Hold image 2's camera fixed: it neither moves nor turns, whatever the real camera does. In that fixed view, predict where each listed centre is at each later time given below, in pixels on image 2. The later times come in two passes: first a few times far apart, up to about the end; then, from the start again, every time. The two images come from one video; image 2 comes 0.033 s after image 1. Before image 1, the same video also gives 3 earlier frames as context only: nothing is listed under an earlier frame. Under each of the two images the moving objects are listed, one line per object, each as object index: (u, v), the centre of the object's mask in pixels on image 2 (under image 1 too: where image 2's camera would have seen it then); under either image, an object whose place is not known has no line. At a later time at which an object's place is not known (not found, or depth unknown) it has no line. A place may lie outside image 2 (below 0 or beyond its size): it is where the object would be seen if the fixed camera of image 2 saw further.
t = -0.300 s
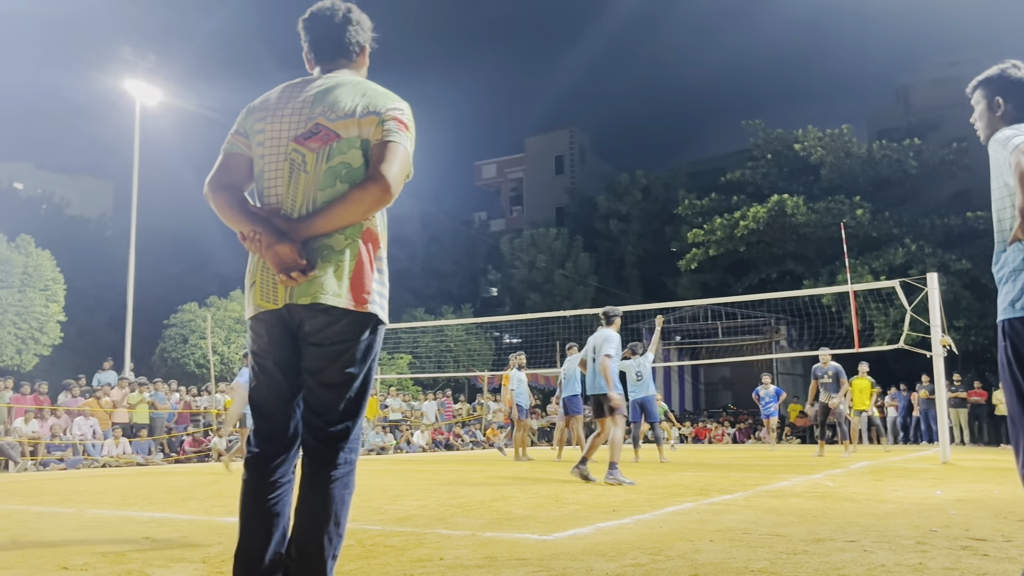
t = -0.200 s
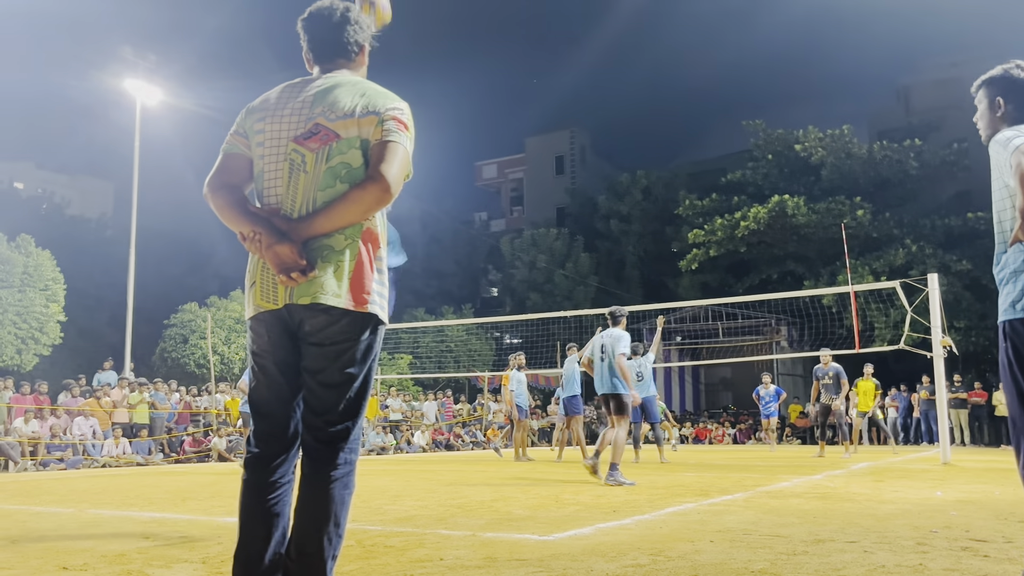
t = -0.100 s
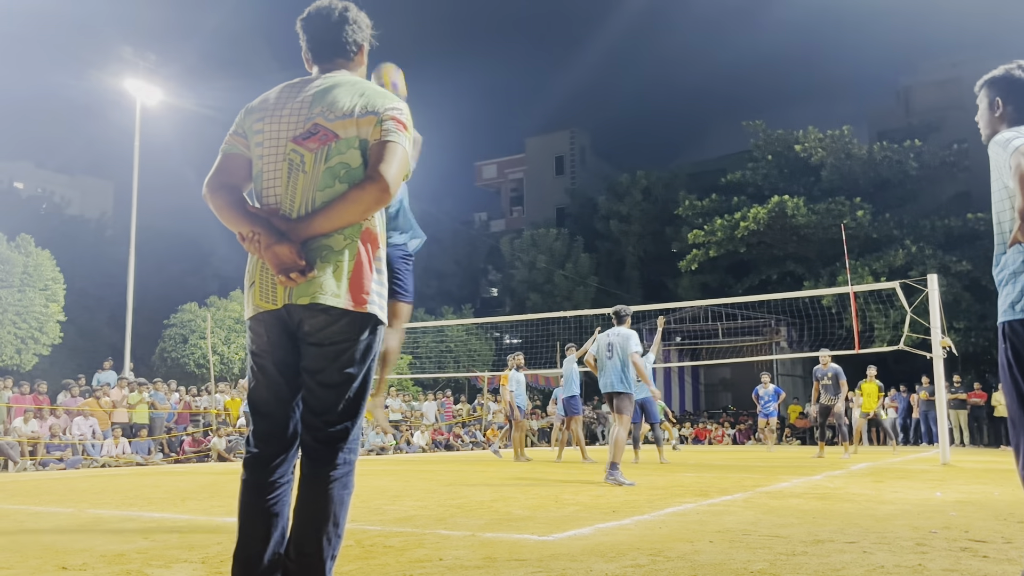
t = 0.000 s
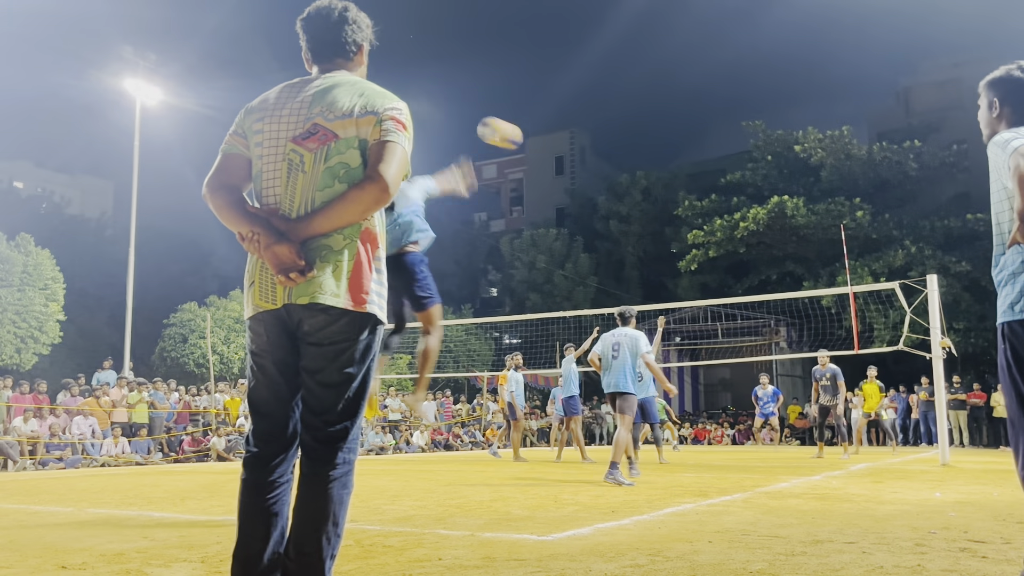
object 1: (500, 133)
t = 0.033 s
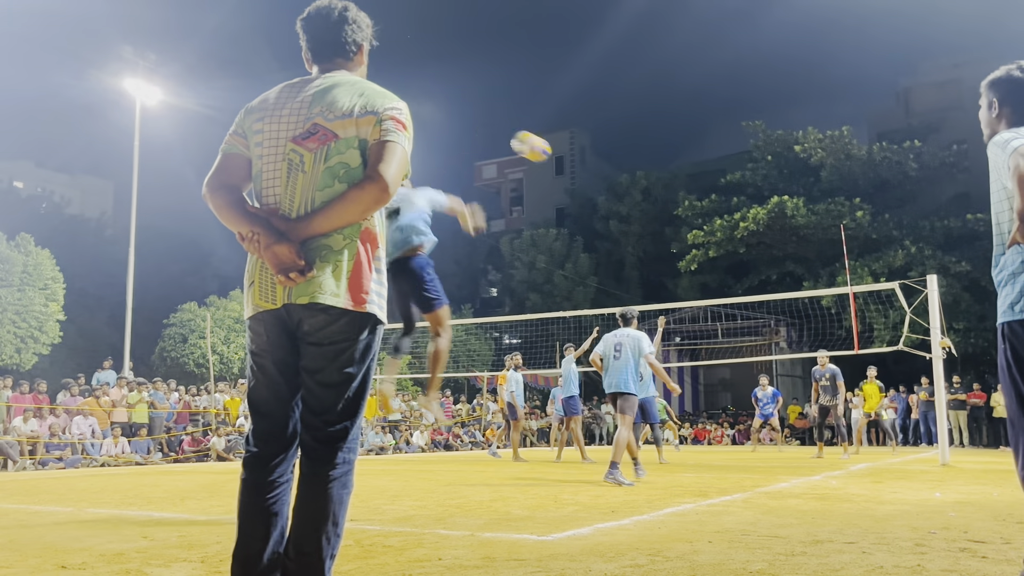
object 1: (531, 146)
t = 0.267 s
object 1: (653, 237)
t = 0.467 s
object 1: (699, 314)
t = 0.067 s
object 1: (556, 160)
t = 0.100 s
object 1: (578, 173)
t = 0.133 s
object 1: (598, 186)
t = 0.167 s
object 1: (614, 199)
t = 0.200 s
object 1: (629, 212)
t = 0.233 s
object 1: (641, 225)
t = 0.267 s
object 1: (653, 237)
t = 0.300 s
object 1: (663, 251)
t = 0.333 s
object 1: (671, 263)
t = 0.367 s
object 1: (680, 276)
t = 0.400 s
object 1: (687, 288)
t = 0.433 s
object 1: (693, 301)
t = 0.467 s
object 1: (699, 314)
